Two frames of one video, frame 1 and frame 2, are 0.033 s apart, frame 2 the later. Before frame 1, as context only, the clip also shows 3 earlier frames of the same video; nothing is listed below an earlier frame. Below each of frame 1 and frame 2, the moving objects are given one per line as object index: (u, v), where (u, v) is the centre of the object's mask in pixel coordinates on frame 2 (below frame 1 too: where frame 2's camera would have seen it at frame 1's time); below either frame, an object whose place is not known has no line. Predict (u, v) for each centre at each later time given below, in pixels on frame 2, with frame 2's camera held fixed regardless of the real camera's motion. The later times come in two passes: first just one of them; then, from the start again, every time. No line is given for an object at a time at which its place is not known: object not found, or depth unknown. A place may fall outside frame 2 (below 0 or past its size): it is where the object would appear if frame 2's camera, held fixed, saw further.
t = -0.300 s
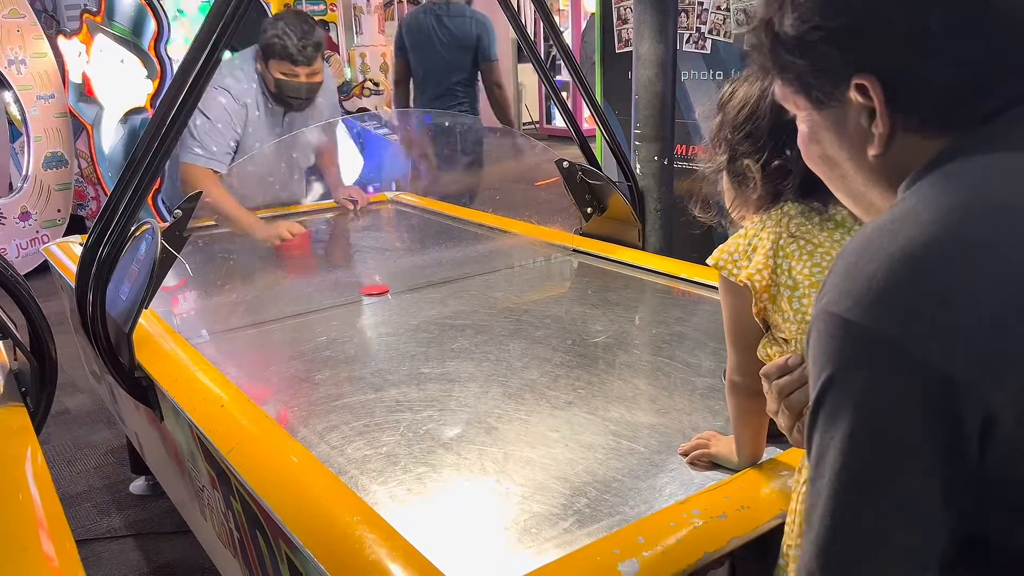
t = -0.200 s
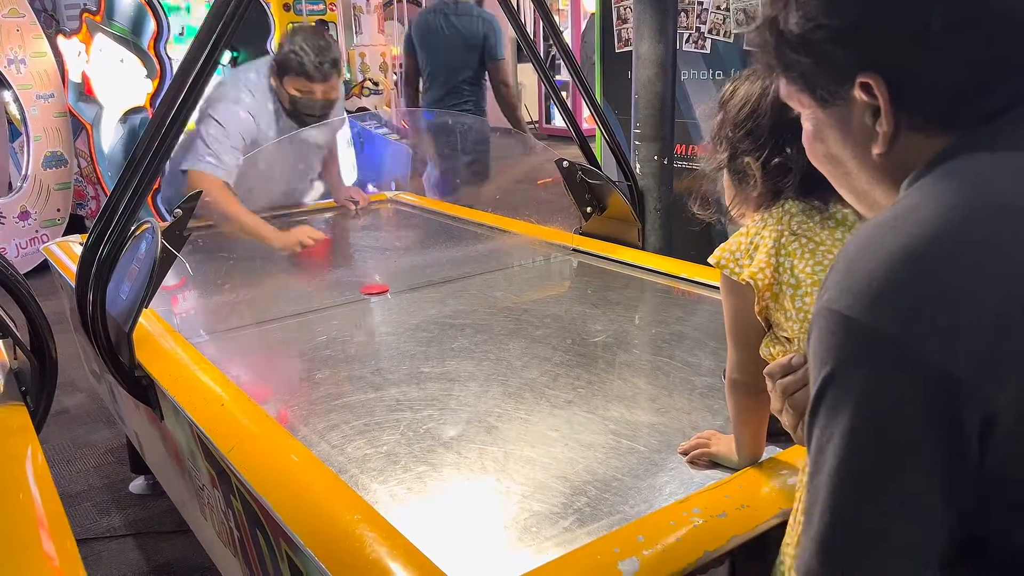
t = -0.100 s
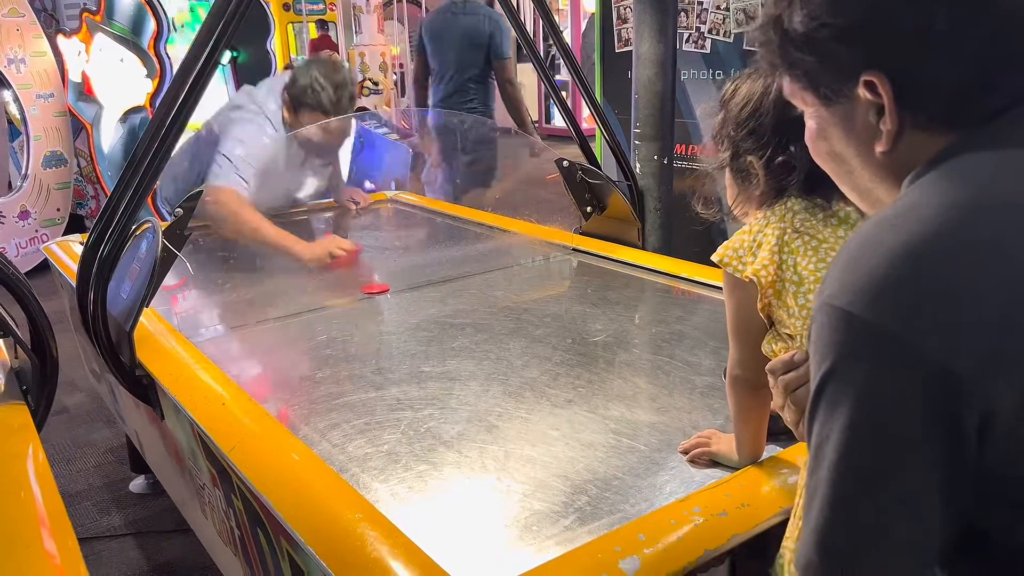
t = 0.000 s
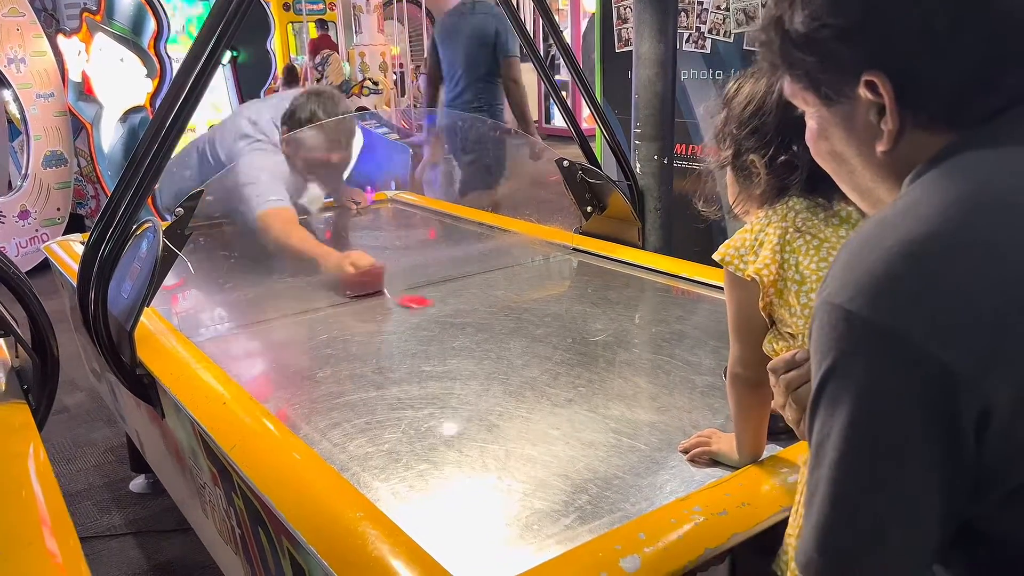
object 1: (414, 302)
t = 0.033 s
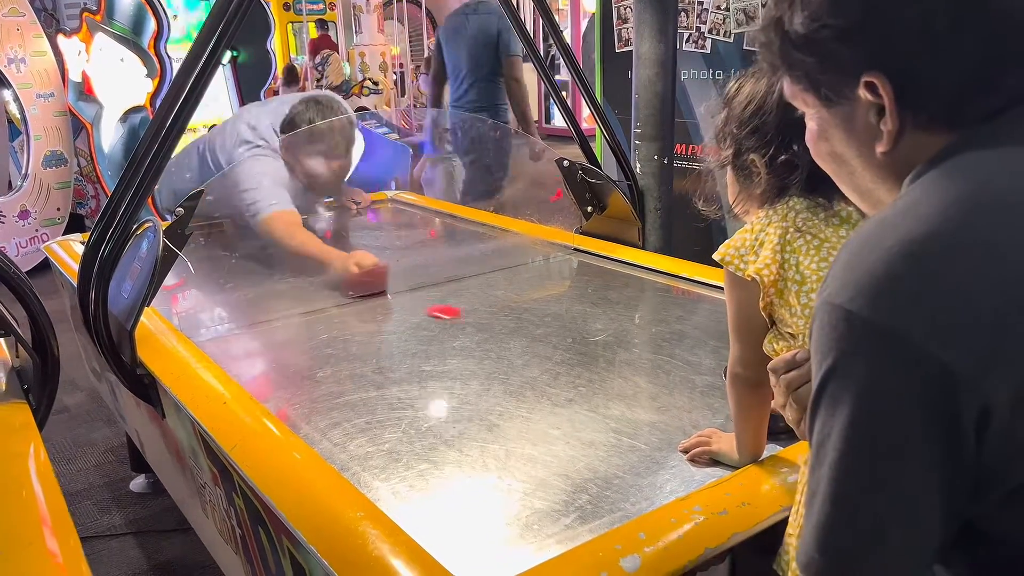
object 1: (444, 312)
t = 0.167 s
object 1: (588, 362)
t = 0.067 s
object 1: (477, 323)
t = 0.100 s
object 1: (510, 334)
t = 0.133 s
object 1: (548, 348)
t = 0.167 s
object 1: (588, 362)
